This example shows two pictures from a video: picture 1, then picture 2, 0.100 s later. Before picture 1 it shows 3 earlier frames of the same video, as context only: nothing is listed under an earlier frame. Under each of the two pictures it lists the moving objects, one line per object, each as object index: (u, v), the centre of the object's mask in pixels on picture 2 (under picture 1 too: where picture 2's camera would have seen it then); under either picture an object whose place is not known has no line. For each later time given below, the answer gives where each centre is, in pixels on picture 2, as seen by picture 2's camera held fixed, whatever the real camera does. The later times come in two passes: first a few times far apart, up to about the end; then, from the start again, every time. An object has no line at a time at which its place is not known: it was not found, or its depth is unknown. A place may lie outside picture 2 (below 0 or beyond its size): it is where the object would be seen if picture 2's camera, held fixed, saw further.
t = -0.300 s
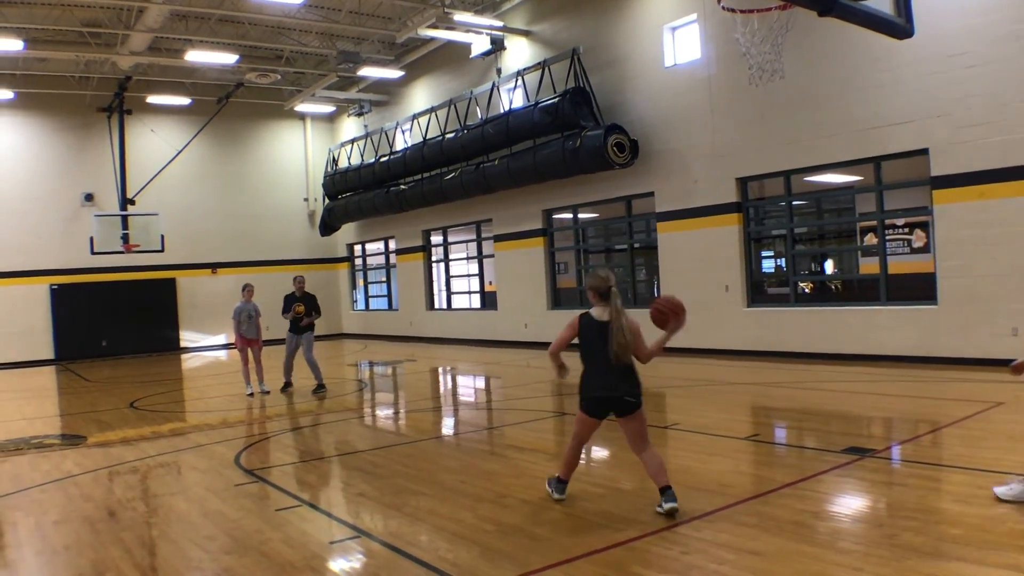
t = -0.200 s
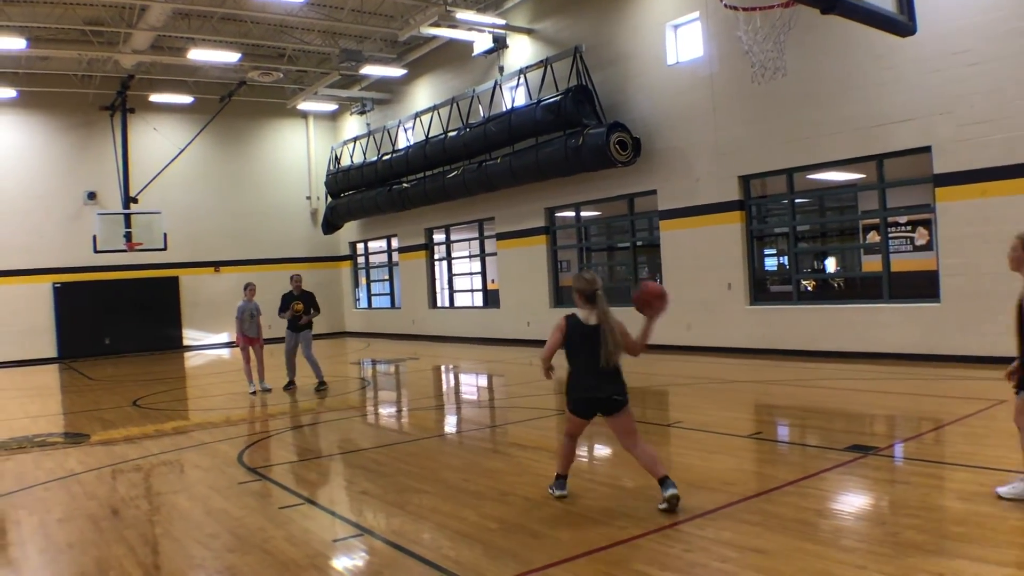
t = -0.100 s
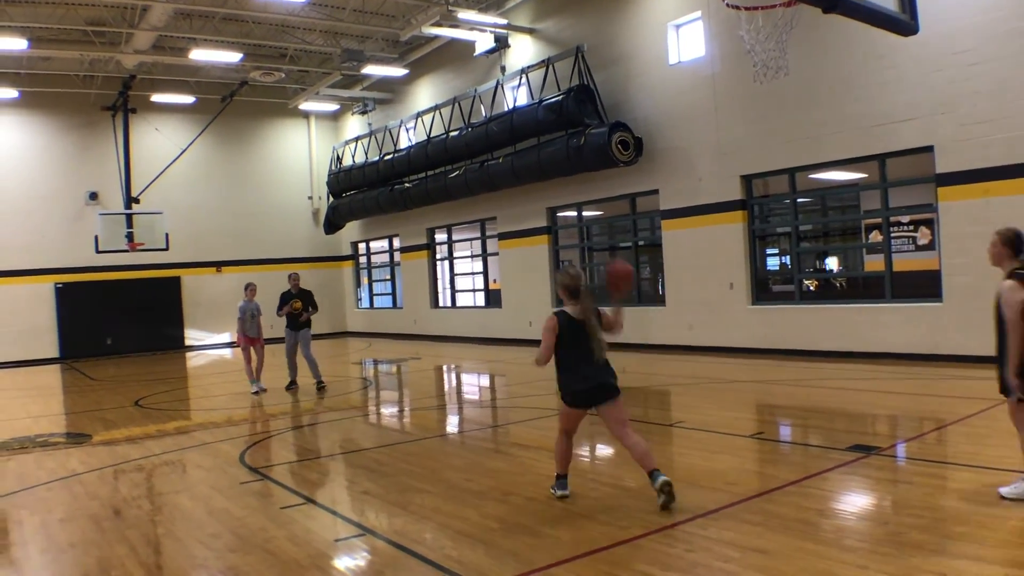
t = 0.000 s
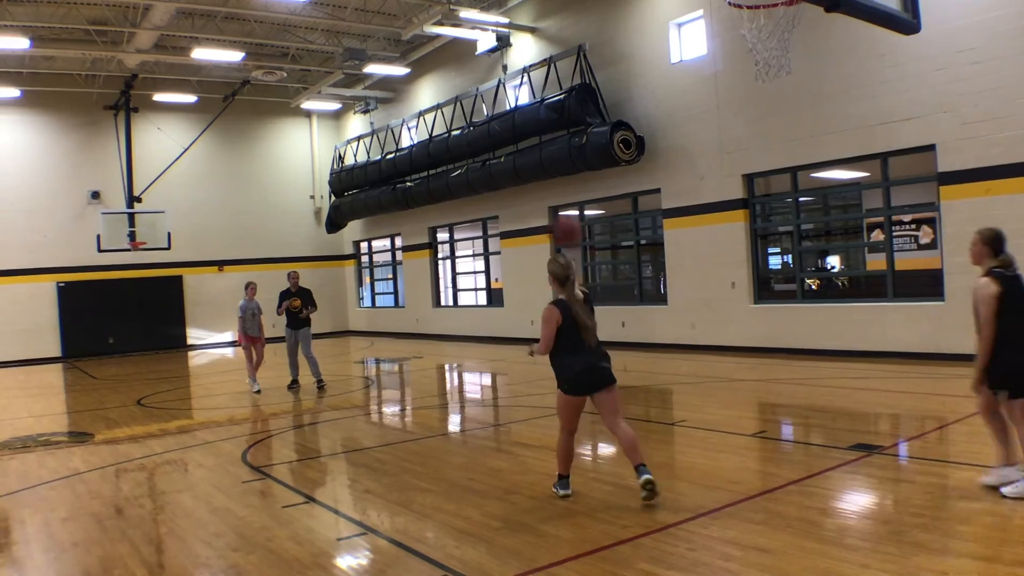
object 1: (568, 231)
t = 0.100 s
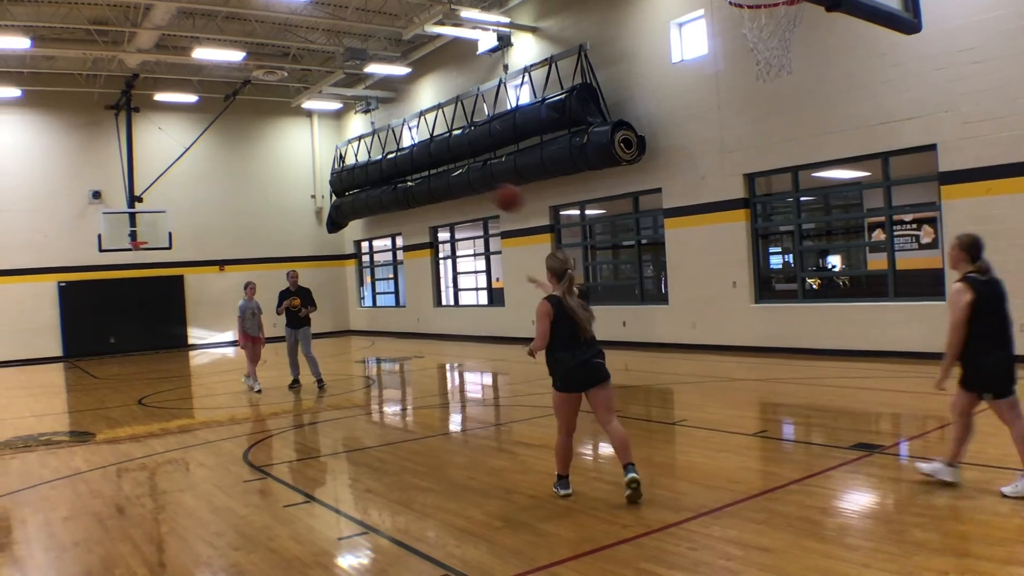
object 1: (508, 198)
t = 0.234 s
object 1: (448, 179)
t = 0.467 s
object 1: (373, 190)
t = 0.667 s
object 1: (330, 230)
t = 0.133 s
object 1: (491, 190)
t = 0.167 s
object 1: (475, 184)
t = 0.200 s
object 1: (462, 181)
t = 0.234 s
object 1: (448, 179)
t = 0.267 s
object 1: (436, 177)
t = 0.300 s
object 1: (422, 177)
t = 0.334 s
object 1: (412, 177)
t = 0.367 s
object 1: (401, 179)
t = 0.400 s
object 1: (391, 182)
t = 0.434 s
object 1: (381, 186)
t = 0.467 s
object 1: (373, 190)
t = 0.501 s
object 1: (364, 195)
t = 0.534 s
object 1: (358, 201)
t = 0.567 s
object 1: (350, 209)
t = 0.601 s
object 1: (343, 215)
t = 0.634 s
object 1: (338, 221)
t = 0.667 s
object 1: (330, 230)
